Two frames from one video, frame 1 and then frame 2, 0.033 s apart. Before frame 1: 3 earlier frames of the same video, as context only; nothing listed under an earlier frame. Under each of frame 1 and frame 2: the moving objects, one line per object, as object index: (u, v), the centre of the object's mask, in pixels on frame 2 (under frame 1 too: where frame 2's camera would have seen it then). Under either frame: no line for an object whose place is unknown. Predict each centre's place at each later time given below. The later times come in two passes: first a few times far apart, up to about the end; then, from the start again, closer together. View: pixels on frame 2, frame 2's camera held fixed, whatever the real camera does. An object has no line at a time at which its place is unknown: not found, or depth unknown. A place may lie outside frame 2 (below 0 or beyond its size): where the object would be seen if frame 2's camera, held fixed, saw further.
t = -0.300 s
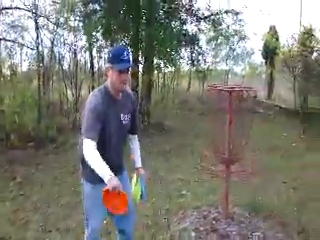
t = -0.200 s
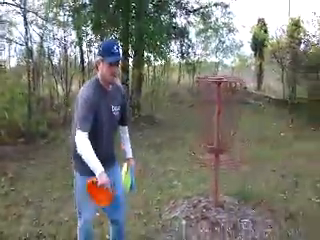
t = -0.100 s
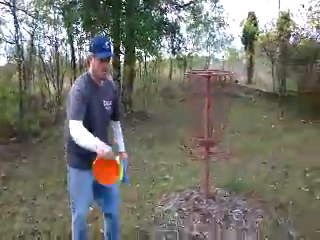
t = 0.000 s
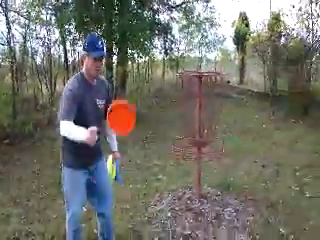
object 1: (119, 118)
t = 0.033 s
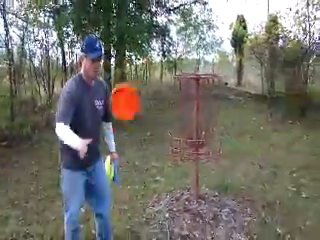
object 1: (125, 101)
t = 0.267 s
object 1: (170, 28)
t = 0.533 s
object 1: (234, 68)
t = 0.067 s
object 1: (130, 86)
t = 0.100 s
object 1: (136, 72)
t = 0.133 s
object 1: (143, 60)
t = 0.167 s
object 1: (150, 49)
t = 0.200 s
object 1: (156, 41)
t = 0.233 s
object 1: (163, 33)
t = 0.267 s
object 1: (170, 28)
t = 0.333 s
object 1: (185, 24)
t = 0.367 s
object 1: (193, 25)
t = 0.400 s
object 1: (202, 30)
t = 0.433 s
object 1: (209, 36)
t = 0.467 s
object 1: (218, 44)
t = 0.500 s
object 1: (226, 55)
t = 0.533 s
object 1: (234, 68)
